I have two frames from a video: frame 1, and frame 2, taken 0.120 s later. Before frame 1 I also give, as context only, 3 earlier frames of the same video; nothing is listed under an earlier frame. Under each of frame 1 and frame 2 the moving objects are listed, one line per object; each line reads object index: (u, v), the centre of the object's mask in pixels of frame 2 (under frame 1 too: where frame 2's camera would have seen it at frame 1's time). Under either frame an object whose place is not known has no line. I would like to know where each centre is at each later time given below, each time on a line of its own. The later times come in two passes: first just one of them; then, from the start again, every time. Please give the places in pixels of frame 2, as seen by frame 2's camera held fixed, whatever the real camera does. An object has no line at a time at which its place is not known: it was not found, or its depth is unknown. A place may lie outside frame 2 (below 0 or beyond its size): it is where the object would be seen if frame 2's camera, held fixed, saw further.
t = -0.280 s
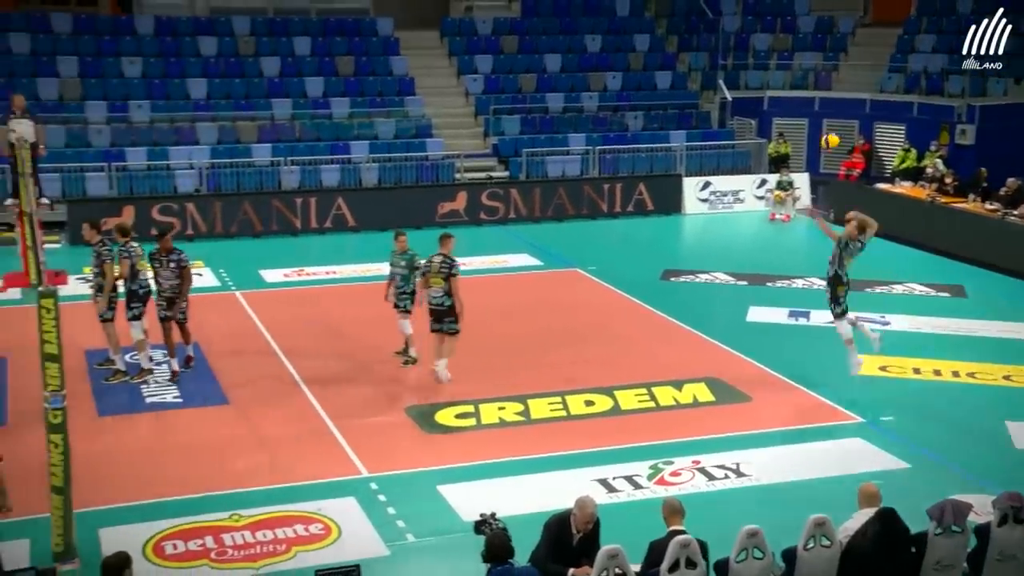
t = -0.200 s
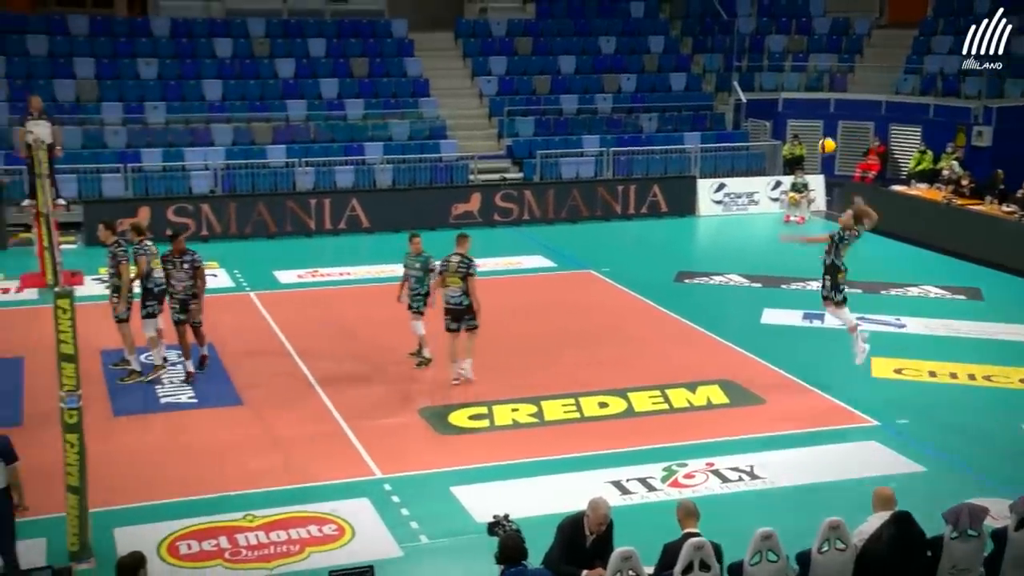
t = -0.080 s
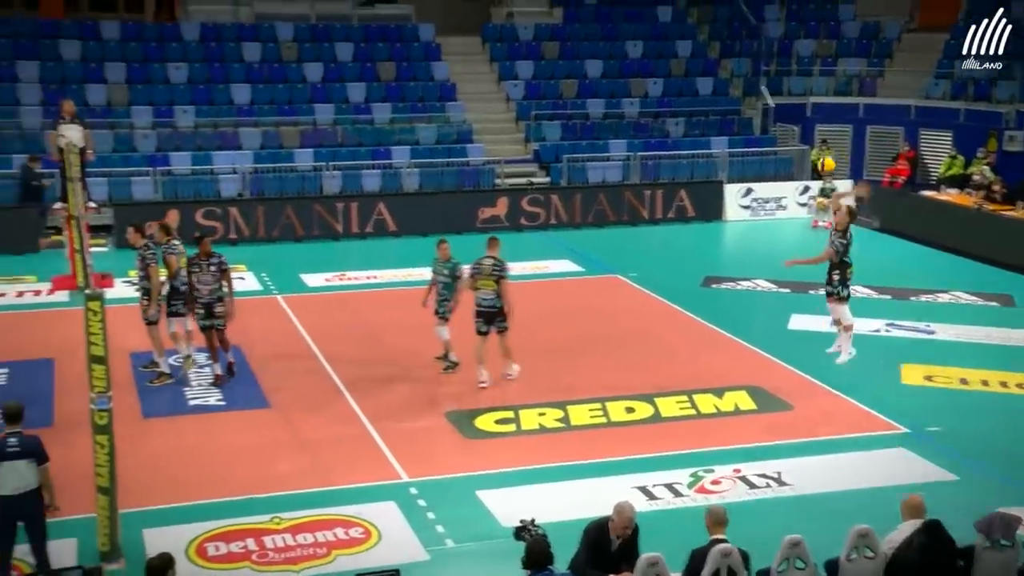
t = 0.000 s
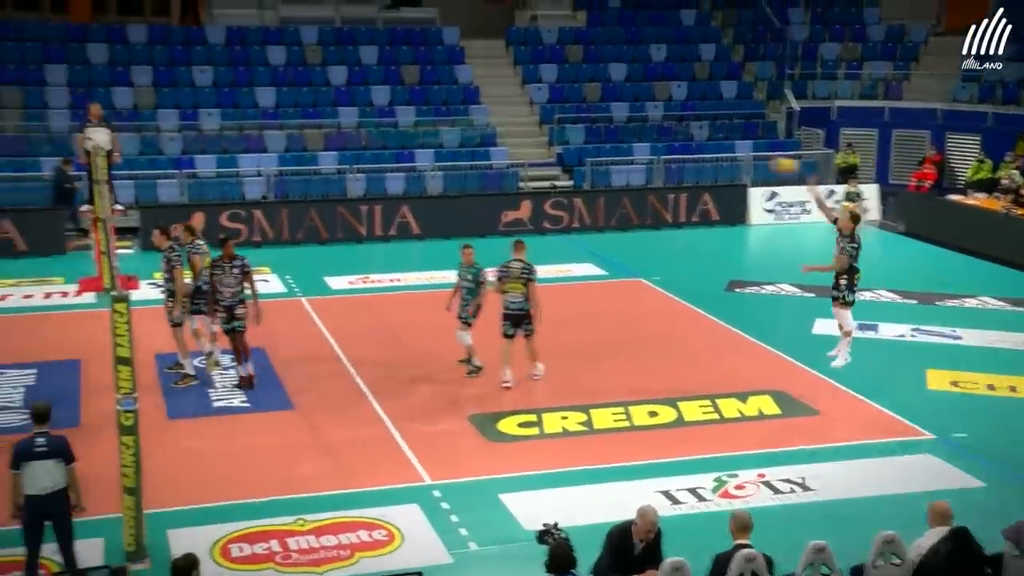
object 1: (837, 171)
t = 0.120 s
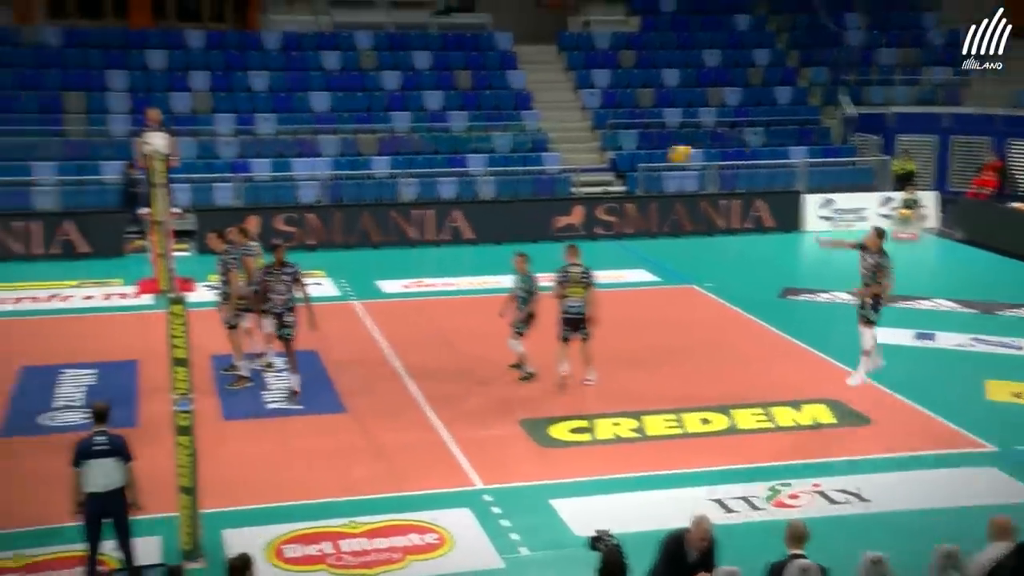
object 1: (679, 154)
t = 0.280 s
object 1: (481, 151)
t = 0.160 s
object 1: (629, 152)
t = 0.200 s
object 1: (579, 151)
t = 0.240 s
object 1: (530, 151)
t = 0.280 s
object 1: (481, 151)
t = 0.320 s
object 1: (433, 154)
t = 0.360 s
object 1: (386, 159)
